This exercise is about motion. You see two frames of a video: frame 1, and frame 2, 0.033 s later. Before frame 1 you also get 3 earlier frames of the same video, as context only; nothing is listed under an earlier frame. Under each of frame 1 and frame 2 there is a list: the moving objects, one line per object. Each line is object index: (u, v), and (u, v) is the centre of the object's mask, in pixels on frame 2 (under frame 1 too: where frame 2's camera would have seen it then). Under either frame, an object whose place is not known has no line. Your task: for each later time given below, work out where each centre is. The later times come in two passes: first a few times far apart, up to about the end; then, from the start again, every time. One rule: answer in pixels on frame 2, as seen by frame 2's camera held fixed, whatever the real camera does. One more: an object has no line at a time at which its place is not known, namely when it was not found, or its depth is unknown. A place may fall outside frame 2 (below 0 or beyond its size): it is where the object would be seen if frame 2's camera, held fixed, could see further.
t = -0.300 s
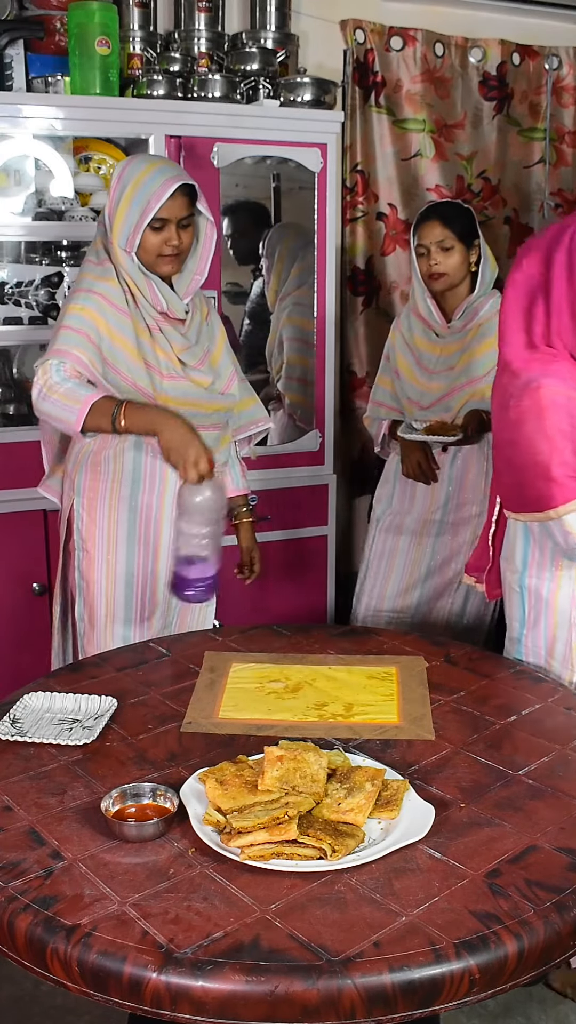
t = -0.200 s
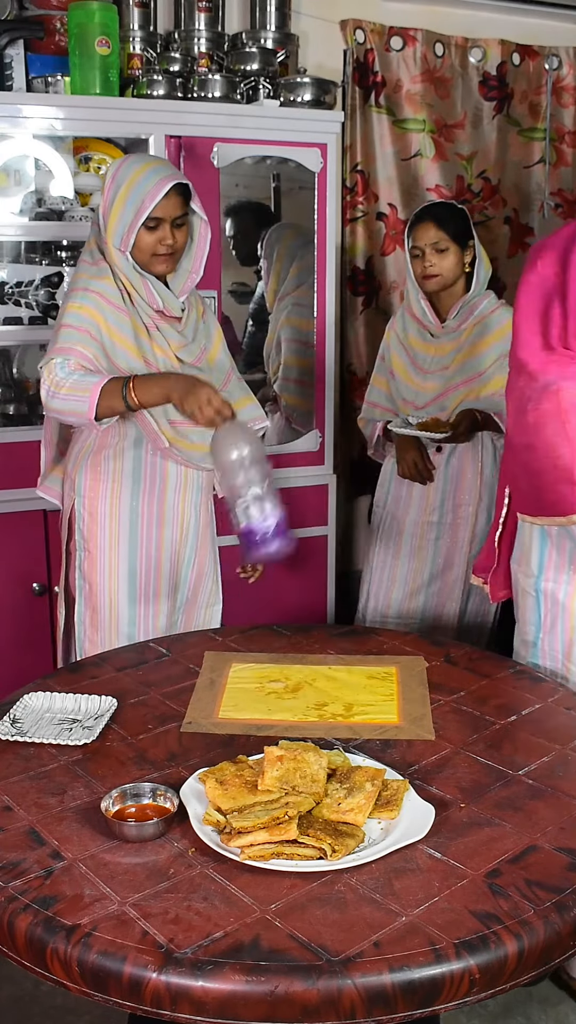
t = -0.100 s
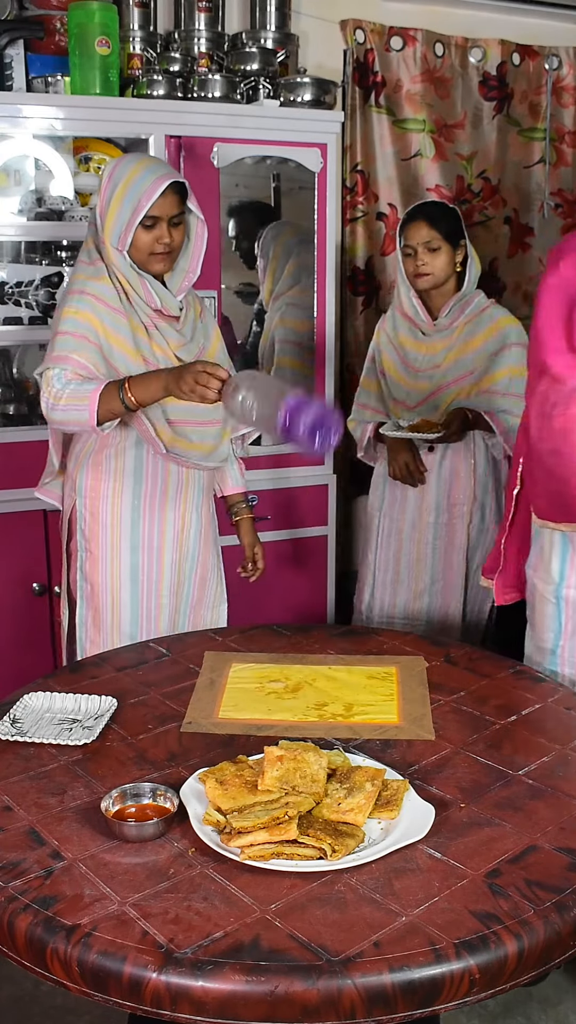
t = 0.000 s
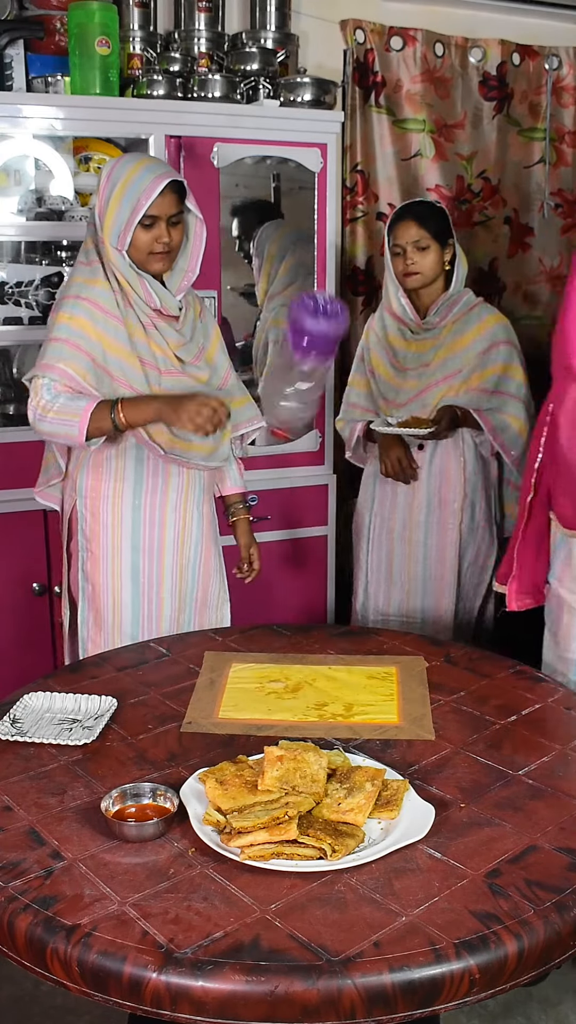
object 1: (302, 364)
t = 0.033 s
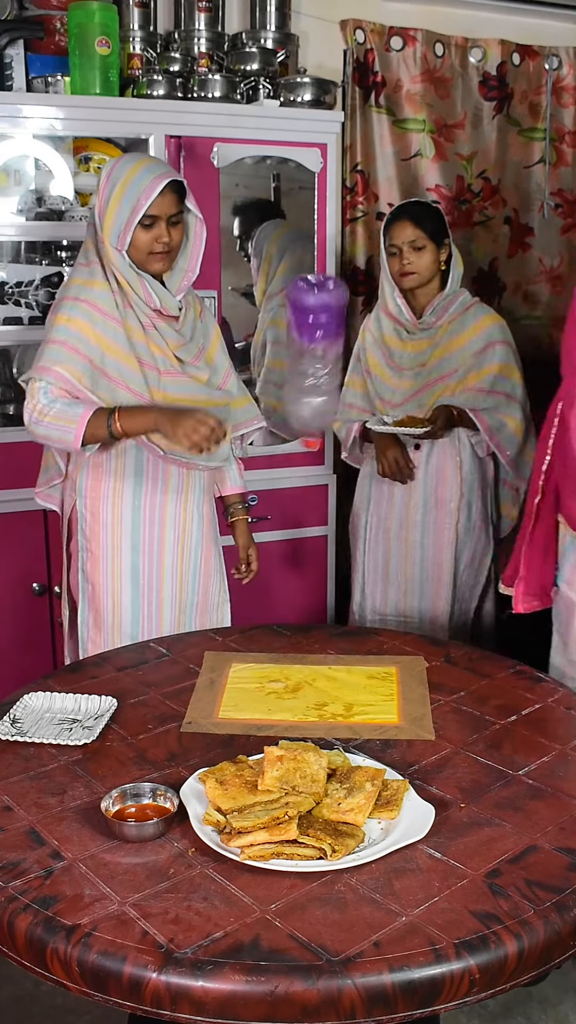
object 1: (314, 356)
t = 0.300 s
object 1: (359, 431)
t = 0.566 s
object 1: (364, 617)
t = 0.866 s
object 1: (390, 640)
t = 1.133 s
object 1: (390, 643)
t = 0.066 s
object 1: (328, 354)
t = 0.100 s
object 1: (339, 350)
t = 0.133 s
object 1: (349, 347)
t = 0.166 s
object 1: (358, 352)
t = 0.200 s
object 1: (364, 359)
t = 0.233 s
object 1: (365, 373)
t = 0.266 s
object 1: (363, 397)
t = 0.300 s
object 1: (359, 431)
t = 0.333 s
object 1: (354, 474)
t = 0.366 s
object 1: (348, 526)
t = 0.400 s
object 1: (347, 591)
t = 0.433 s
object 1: (345, 630)
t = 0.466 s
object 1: (356, 624)
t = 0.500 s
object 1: (359, 621)
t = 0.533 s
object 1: (361, 619)
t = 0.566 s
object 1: (364, 617)
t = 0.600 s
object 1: (367, 615)
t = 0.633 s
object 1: (370, 614)
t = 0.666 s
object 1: (373, 615)
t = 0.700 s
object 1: (376, 618)
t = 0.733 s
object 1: (379, 622)
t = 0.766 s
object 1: (384, 628)
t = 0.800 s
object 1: (387, 637)
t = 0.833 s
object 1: (389, 641)
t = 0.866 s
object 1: (390, 640)
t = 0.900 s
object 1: (389, 642)
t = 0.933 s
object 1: (388, 642)
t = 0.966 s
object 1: (387, 642)
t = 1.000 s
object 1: (387, 642)
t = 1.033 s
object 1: (387, 642)
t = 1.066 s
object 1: (388, 642)
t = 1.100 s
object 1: (389, 642)
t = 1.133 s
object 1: (390, 643)
